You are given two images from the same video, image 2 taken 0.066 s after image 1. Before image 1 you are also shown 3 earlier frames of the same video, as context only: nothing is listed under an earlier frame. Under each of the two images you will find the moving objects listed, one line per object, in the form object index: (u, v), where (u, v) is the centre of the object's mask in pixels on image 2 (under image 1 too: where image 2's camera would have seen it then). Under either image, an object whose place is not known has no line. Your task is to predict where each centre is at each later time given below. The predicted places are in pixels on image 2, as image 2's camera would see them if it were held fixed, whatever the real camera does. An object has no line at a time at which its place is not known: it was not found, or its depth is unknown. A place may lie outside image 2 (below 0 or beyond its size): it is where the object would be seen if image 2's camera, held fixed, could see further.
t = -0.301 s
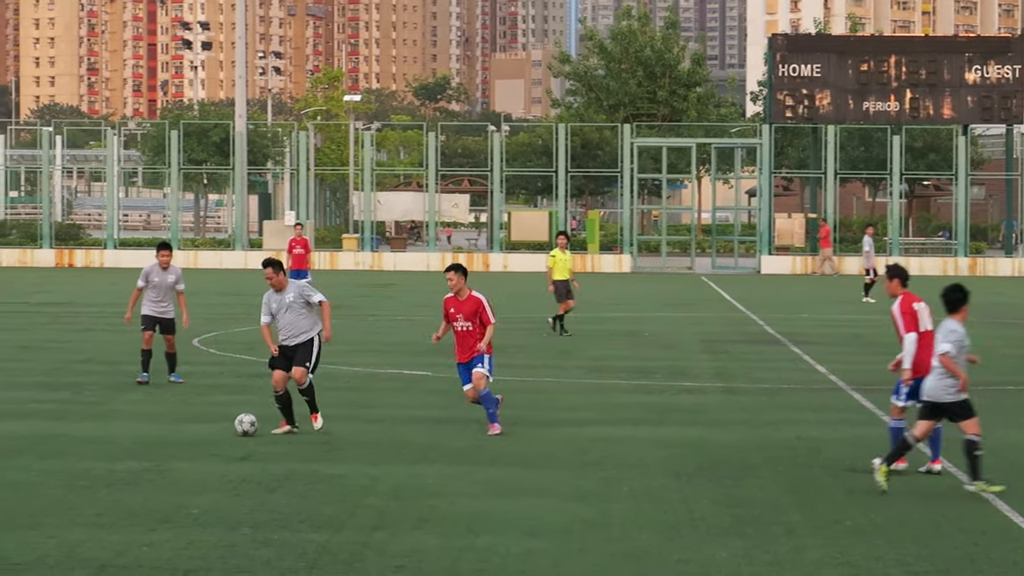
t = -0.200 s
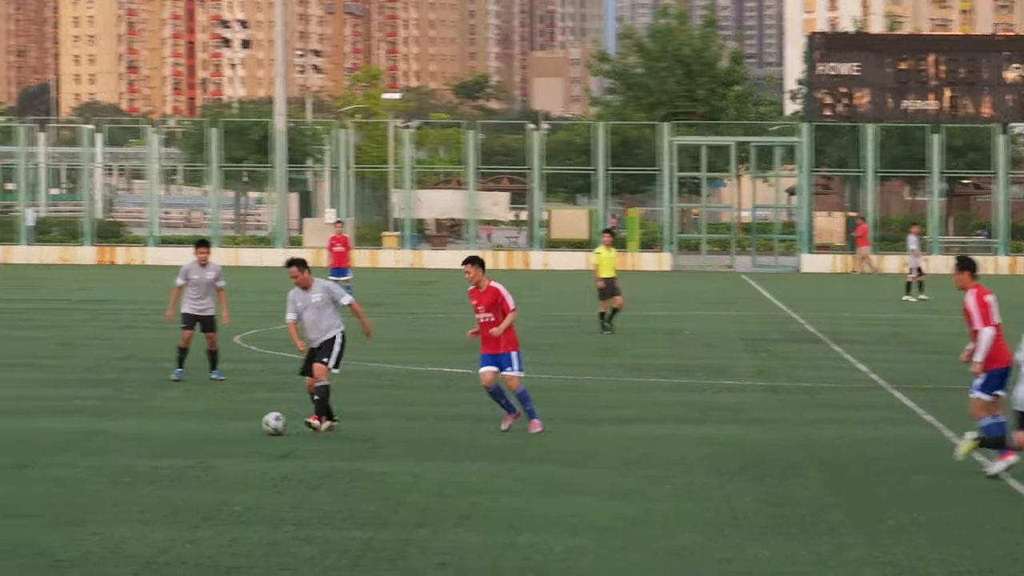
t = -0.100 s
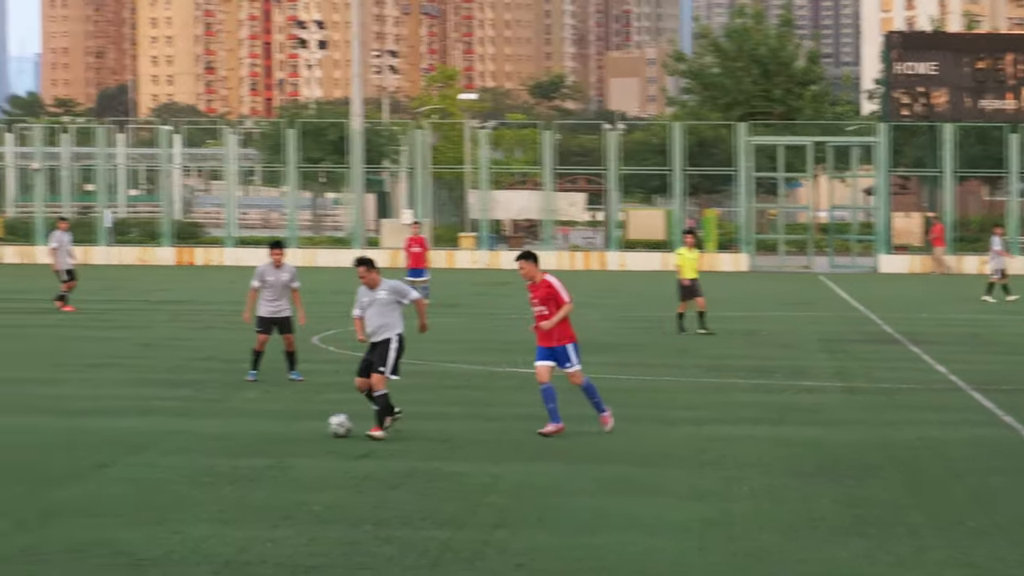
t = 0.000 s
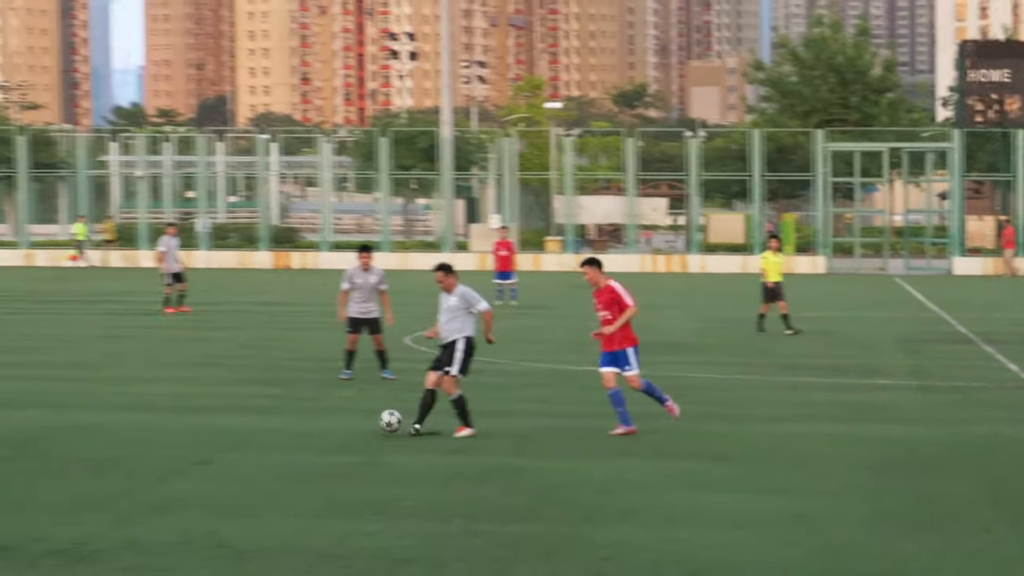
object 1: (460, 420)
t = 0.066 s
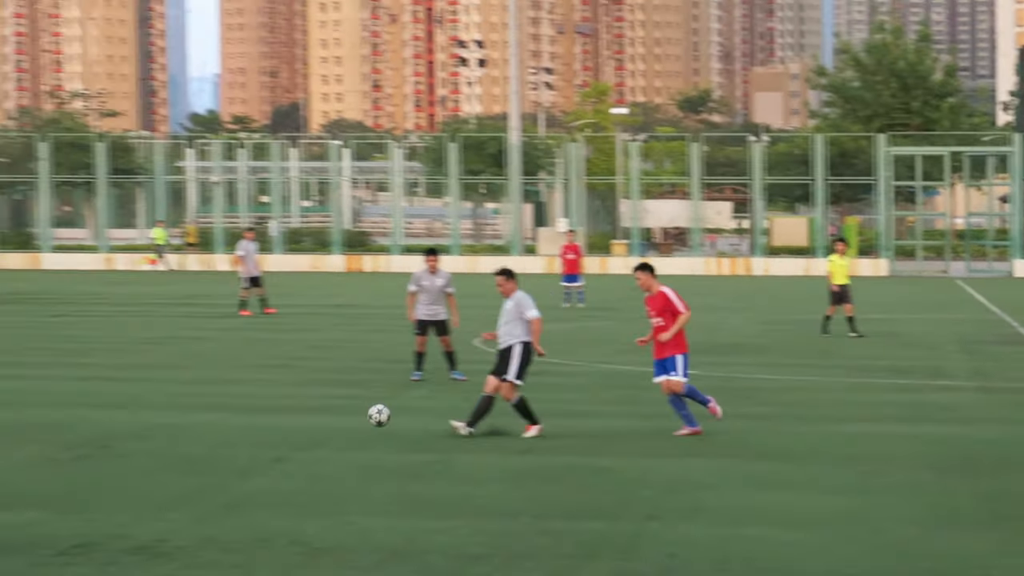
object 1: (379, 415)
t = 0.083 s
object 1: (358, 414)
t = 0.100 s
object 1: (337, 414)
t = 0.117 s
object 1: (316, 414)
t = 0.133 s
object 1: (295, 414)
